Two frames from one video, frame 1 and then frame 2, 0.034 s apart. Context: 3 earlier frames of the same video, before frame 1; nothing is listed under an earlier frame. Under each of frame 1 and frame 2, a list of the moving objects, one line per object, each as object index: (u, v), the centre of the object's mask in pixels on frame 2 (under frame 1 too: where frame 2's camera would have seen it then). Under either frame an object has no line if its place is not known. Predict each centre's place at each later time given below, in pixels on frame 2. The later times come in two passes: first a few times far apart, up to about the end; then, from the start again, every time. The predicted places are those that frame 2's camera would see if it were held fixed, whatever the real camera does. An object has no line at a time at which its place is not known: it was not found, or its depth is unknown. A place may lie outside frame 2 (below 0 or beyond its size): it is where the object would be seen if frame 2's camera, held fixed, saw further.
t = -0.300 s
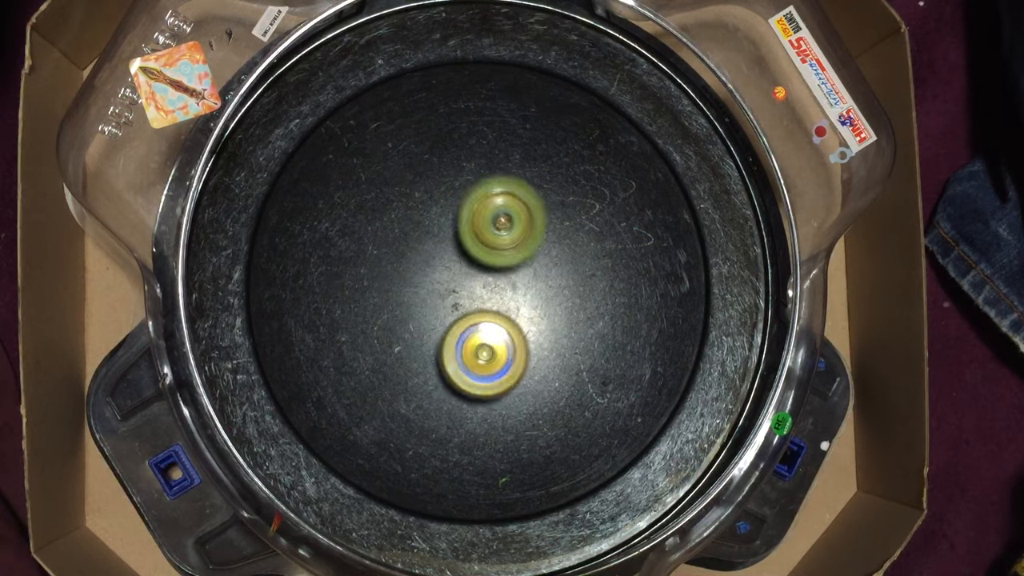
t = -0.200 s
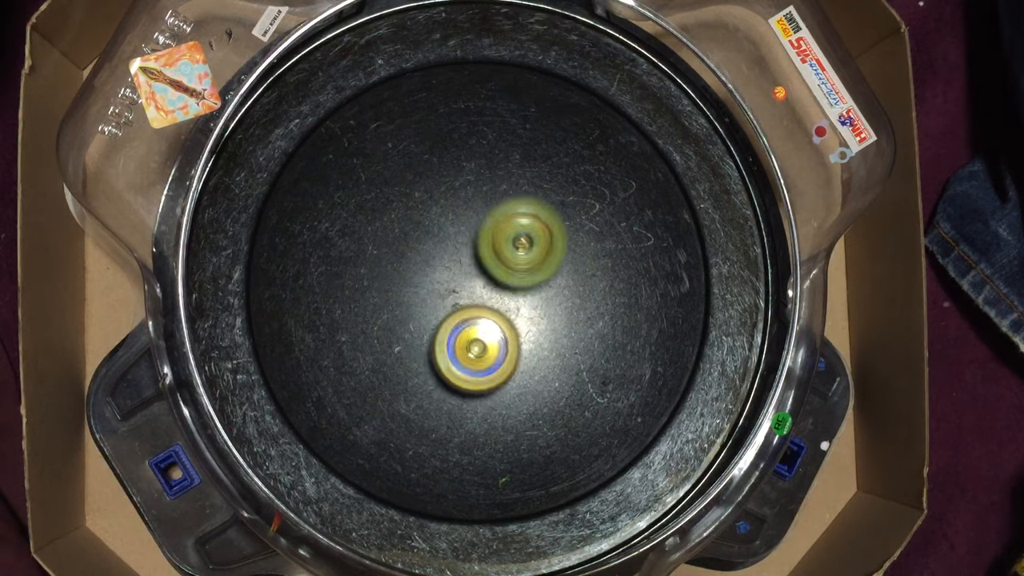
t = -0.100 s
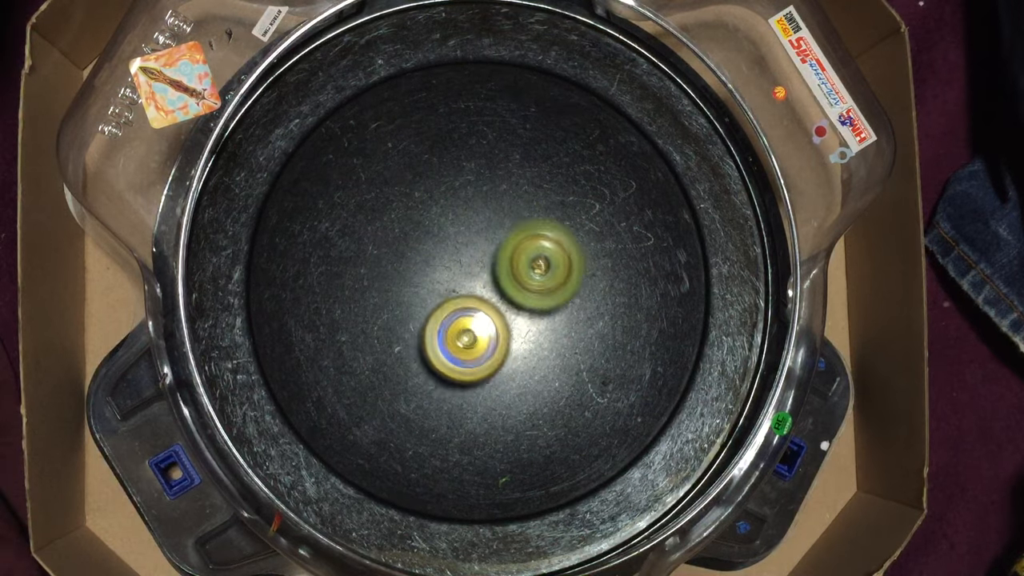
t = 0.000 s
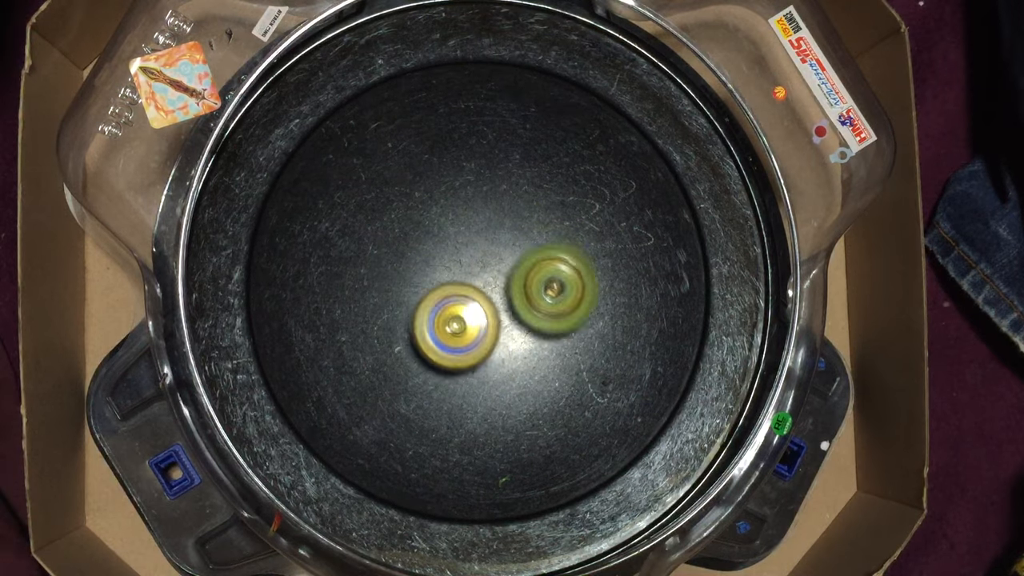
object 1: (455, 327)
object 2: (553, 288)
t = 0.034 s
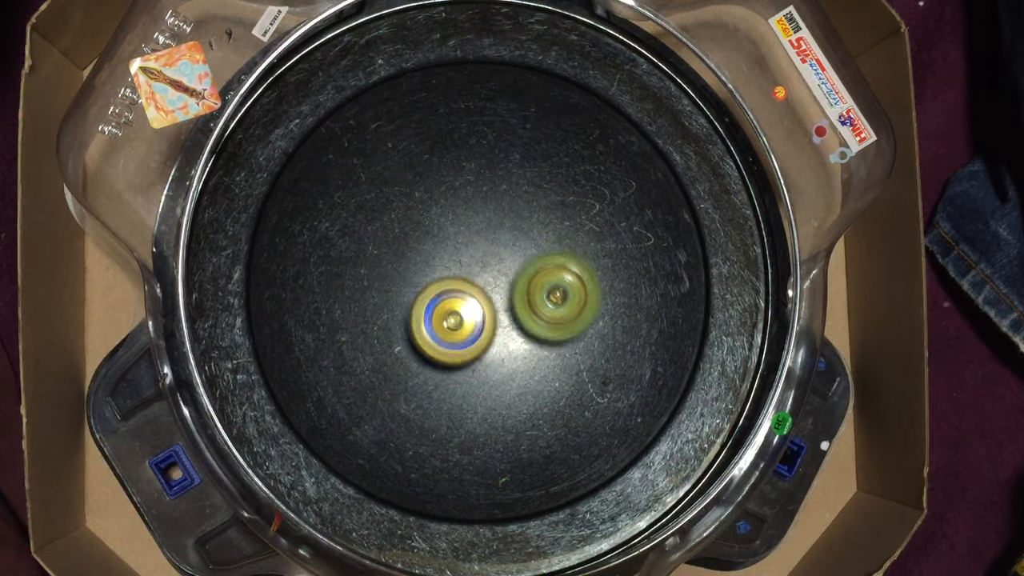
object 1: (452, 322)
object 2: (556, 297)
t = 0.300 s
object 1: (434, 281)
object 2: (558, 331)
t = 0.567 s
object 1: (433, 250)
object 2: (506, 354)
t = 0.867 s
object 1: (456, 242)
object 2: (438, 358)
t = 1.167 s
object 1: (501, 258)
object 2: (400, 317)
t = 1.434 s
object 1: (530, 280)
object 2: (413, 256)
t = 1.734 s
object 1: (528, 307)
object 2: (460, 222)
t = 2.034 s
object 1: (499, 328)
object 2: (511, 232)
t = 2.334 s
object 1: (460, 332)
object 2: (541, 272)
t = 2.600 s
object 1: (426, 317)
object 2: (552, 317)
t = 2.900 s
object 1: (417, 285)
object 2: (497, 337)
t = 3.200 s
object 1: (418, 229)
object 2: (471, 343)
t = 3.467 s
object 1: (460, 204)
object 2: (436, 315)
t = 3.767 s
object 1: (518, 218)
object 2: (420, 277)
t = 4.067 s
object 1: (550, 276)
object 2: (447, 259)
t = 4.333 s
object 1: (529, 338)
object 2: (485, 251)
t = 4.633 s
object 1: (473, 368)
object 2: (517, 271)
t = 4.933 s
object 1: (430, 334)
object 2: (516, 306)
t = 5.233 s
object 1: (432, 250)
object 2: (499, 326)
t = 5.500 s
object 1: (464, 205)
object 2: (472, 318)
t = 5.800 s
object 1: (533, 205)
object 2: (429, 309)
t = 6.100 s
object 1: (595, 268)
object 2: (409, 316)
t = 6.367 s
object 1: (561, 334)
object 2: (445, 295)
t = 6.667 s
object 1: (472, 392)
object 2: (491, 278)
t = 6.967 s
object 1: (420, 366)
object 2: (523, 292)
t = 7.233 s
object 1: (420, 271)
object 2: (518, 312)
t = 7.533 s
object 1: (454, 182)
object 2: (486, 316)
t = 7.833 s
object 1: (489, 202)
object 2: (460, 290)
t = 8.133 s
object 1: (550, 292)
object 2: (421, 314)
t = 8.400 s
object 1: (544, 363)
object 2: (432, 298)
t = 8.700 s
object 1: (492, 372)
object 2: (470, 258)
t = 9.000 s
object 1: (425, 314)
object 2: (519, 245)
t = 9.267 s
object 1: (407, 248)
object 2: (543, 279)
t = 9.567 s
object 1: (467, 233)
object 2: (497, 322)
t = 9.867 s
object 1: (541, 237)
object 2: (443, 319)
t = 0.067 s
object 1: (449, 317)
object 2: (558, 303)
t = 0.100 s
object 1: (446, 311)
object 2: (560, 312)
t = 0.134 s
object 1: (444, 306)
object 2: (560, 317)
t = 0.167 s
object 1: (441, 301)
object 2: (560, 321)
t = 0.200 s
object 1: (439, 296)
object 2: (561, 324)
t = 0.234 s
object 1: (437, 291)
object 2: (562, 326)
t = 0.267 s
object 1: (435, 285)
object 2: (561, 328)
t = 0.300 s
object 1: (434, 281)
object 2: (558, 331)
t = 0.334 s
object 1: (432, 276)
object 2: (555, 333)
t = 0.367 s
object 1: (431, 270)
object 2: (551, 337)
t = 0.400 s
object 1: (431, 266)
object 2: (543, 339)
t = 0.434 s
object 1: (431, 261)
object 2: (537, 343)
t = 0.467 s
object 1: (431, 258)
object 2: (530, 346)
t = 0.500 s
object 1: (431, 255)
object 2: (521, 349)
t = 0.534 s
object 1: (432, 252)
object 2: (515, 352)
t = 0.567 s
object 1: (433, 250)
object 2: (506, 354)
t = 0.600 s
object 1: (434, 248)
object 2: (498, 356)
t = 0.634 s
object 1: (436, 246)
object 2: (490, 358)
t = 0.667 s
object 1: (437, 245)
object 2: (482, 359)
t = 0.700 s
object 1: (440, 244)
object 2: (474, 359)
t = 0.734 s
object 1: (442, 243)
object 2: (466, 361)
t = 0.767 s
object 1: (445, 242)
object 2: (459, 361)
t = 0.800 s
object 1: (448, 241)
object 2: (451, 360)
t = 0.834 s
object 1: (451, 242)
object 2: (445, 360)
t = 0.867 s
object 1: (456, 242)
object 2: (438, 358)
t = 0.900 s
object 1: (460, 242)
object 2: (430, 356)
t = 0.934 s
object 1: (465, 243)
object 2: (425, 353)
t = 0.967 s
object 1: (470, 245)
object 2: (419, 351)
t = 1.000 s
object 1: (475, 246)
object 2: (414, 347)
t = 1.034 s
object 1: (480, 248)
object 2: (410, 342)
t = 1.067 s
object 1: (486, 250)
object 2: (406, 337)
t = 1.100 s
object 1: (491, 253)
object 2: (403, 331)
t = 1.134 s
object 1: (496, 255)
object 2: (401, 324)
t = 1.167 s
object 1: (501, 258)
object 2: (400, 317)
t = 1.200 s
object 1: (506, 261)
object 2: (399, 310)
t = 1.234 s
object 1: (510, 263)
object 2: (399, 303)
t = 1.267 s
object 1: (515, 266)
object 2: (399, 294)
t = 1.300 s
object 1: (518, 268)
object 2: (401, 286)
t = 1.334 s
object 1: (522, 271)
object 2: (403, 278)
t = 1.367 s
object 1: (525, 274)
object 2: (406, 270)
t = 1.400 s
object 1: (528, 277)
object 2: (408, 263)
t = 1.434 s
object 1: (530, 280)
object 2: (413, 256)
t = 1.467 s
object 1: (531, 283)
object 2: (417, 249)
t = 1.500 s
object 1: (532, 286)
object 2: (423, 244)
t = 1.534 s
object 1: (533, 289)
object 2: (428, 238)
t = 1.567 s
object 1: (533, 292)
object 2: (434, 234)
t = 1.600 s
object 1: (533, 295)
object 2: (439, 230)
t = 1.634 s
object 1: (532, 298)
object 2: (444, 227)
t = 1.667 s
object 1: (531, 301)
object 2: (449, 225)
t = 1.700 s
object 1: (530, 304)
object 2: (454, 224)
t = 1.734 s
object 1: (528, 307)
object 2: (460, 222)
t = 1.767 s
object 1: (526, 310)
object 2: (466, 222)
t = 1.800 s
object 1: (524, 313)
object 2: (470, 221)
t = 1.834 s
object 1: (521, 316)
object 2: (477, 221)
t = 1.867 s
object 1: (518, 318)
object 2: (482, 221)
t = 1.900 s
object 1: (515, 321)
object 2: (488, 223)
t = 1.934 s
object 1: (511, 323)
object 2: (494, 224)
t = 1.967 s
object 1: (507, 325)
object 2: (499, 225)
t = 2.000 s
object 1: (503, 327)
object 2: (505, 229)
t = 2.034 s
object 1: (499, 328)
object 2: (511, 232)
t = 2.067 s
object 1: (495, 329)
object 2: (516, 237)
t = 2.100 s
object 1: (491, 330)
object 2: (520, 240)
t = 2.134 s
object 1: (486, 331)
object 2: (526, 243)
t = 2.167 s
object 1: (481, 332)
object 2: (529, 247)
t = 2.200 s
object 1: (476, 333)
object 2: (533, 251)
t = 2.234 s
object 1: (472, 333)
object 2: (536, 256)
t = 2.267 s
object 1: (468, 334)
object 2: (538, 261)
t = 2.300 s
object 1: (463, 333)
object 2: (540, 266)
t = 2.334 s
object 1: (460, 332)
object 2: (541, 272)
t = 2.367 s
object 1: (457, 331)
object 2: (542, 278)
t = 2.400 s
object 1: (455, 330)
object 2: (541, 285)
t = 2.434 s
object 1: (452, 328)
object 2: (541, 290)
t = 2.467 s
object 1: (450, 325)
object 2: (540, 297)
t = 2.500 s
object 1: (443, 324)
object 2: (543, 303)
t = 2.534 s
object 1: (436, 323)
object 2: (548, 308)
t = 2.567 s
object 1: (431, 320)
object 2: (551, 312)
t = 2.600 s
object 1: (426, 317)
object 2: (552, 317)
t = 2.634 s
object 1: (424, 315)
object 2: (550, 320)
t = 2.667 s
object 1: (421, 312)
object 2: (546, 324)
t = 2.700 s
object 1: (418, 308)
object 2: (541, 327)
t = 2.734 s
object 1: (416, 305)
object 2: (535, 329)
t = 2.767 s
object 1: (415, 301)
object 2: (527, 331)
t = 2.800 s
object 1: (415, 297)
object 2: (520, 333)
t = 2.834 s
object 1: (415, 294)
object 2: (512, 335)
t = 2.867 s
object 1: (416, 290)
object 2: (505, 336)
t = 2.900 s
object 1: (417, 285)
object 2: (497, 337)
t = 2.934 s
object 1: (413, 273)
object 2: (496, 343)
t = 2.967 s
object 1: (411, 263)
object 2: (498, 350)
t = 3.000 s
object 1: (411, 256)
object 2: (497, 353)
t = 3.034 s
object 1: (410, 251)
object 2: (494, 354)
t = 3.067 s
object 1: (410, 246)
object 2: (491, 354)
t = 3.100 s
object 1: (411, 241)
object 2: (486, 353)
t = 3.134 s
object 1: (413, 236)
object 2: (482, 351)
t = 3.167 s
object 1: (415, 232)
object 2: (477, 347)
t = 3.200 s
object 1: (418, 229)
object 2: (471, 343)
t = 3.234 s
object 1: (421, 225)
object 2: (466, 339)
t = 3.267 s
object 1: (425, 222)
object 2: (460, 334)
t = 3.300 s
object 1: (430, 220)
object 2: (455, 327)
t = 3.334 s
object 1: (436, 218)
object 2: (451, 321)
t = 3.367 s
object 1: (441, 217)
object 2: (448, 314)
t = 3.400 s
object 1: (447, 213)
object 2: (442, 313)
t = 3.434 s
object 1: (454, 206)
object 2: (438, 316)
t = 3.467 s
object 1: (460, 204)
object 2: (436, 315)
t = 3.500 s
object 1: (465, 203)
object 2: (435, 313)
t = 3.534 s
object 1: (471, 203)
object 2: (434, 308)
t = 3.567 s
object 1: (477, 204)
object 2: (432, 303)
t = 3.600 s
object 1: (483, 205)
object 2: (431, 297)
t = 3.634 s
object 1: (490, 207)
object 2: (431, 290)
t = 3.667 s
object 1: (494, 210)
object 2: (431, 284)
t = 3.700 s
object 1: (500, 214)
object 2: (430, 278)
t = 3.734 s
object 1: (510, 215)
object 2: (424, 277)
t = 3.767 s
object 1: (518, 218)
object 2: (420, 277)
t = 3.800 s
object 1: (524, 223)
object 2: (418, 278)
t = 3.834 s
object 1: (530, 227)
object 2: (418, 278)
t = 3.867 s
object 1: (535, 233)
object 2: (421, 276)
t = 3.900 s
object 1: (539, 239)
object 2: (423, 273)
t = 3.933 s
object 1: (543, 246)
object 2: (427, 270)
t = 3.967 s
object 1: (546, 253)
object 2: (432, 268)
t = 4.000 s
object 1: (548, 260)
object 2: (437, 265)
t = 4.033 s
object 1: (549, 268)
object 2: (442, 262)
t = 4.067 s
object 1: (550, 276)
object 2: (447, 259)
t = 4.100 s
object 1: (550, 284)
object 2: (452, 257)
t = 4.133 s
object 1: (549, 293)
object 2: (457, 256)
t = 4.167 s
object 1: (548, 301)
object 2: (462, 254)
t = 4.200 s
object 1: (545, 309)
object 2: (467, 253)
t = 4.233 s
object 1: (543, 317)
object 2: (471, 252)
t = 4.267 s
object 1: (538, 324)
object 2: (476, 251)
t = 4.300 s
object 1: (534, 332)
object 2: (480, 251)
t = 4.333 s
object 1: (529, 338)
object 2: (485, 251)
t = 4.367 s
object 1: (523, 345)
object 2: (489, 252)
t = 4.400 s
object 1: (516, 351)
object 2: (494, 253)
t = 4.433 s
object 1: (510, 356)
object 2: (498, 255)
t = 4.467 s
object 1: (504, 360)
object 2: (502, 257)
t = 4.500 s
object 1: (497, 363)
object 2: (506, 259)
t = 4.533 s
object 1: (492, 366)
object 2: (509, 262)
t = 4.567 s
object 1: (485, 367)
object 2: (512, 265)
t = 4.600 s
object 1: (479, 368)
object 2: (515, 268)
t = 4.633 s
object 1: (473, 368)
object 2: (517, 271)
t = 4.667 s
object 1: (467, 368)
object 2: (519, 275)
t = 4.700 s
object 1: (461, 366)
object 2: (520, 279)
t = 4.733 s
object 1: (456, 364)
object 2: (521, 282)
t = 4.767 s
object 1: (450, 360)
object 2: (521, 286)
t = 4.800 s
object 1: (445, 357)
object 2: (521, 290)
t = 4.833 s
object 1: (441, 352)
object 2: (520, 294)
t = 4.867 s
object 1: (436, 347)
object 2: (519, 298)
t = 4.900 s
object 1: (433, 341)
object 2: (518, 302)
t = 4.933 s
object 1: (430, 334)
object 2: (516, 306)
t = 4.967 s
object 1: (427, 327)
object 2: (517, 310)
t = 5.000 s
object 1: (424, 318)
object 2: (517, 313)
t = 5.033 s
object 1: (424, 309)
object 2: (516, 316)
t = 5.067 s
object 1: (423, 299)
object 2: (514, 319)
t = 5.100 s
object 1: (424, 289)
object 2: (512, 321)
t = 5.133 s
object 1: (425, 279)
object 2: (509, 323)
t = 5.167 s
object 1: (427, 269)
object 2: (506, 324)
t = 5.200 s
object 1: (429, 259)
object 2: (503, 326)
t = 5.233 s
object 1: (432, 250)
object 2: (499, 326)
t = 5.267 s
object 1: (435, 241)
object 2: (496, 326)
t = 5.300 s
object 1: (438, 233)
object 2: (492, 326)
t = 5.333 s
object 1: (442, 226)
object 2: (489, 326)
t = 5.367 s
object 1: (446, 220)
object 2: (485, 325)
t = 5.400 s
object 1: (450, 215)
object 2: (481, 324)
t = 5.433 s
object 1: (454, 211)
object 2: (478, 322)
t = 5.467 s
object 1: (459, 207)
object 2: (475, 320)
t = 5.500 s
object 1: (464, 205)
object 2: (472, 318)
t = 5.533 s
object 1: (469, 203)
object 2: (469, 315)
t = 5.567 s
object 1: (474, 203)
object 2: (466, 312)
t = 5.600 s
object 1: (479, 202)
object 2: (464, 309)
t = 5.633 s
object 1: (485, 203)
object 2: (462, 306)
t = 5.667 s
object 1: (490, 205)
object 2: (461, 302)
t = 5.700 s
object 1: (495, 208)
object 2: (459, 298)
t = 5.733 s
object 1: (501, 211)
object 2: (458, 294)
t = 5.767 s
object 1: (514, 210)
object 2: (447, 297)
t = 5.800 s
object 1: (533, 205)
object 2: (429, 309)
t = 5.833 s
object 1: (549, 207)
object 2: (416, 317)
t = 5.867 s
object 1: (560, 211)
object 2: (408, 323)
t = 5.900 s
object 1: (568, 217)
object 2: (405, 325)
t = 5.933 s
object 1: (576, 225)
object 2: (404, 325)
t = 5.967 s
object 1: (582, 233)
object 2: (404, 324)
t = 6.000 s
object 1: (587, 242)
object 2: (404, 323)
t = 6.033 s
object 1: (591, 251)
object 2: (405, 321)
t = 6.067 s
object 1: (593, 259)
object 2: (406, 319)
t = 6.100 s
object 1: (595, 268)
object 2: (409, 316)
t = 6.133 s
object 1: (594, 276)
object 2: (410, 314)
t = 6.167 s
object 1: (592, 284)
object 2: (413, 312)
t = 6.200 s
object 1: (590, 293)
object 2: (417, 309)
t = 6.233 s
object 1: (586, 301)
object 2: (422, 306)
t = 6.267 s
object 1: (581, 309)
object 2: (428, 303)
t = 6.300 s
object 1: (576, 317)
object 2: (433, 301)
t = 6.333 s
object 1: (570, 326)
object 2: (439, 298)
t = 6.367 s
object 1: (561, 334)
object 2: (445, 295)
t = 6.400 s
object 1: (552, 342)
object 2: (450, 293)
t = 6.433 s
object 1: (543, 349)
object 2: (456, 291)
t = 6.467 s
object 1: (531, 356)
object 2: (462, 290)
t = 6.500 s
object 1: (522, 365)
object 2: (467, 287)
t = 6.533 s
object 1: (512, 376)
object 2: (472, 283)
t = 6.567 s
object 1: (502, 382)
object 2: (476, 281)
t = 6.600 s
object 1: (493, 387)
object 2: (481, 279)
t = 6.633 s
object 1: (482, 390)
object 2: (486, 279)
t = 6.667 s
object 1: (472, 392)
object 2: (491, 278)
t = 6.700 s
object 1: (464, 394)
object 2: (496, 277)
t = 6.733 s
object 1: (456, 394)
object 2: (500, 278)
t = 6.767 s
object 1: (449, 392)
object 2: (505, 279)
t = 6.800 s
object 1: (442, 390)
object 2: (510, 281)
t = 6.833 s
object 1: (437, 386)
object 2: (513, 282)
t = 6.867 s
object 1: (430, 383)
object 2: (516, 284)
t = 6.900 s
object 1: (426, 379)
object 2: (519, 287)
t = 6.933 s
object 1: (422, 373)
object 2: (522, 289)
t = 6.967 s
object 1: (420, 366)
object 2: (523, 292)
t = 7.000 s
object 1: (417, 357)
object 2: (524, 295)
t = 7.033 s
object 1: (415, 349)
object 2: (525, 298)
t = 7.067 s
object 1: (415, 338)
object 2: (525, 300)
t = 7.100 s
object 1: (415, 327)
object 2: (525, 303)
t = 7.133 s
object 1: (416, 315)
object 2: (524, 306)
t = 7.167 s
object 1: (416, 300)
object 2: (522, 308)
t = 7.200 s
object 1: (418, 285)
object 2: (520, 311)
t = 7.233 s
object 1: (420, 271)
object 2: (518, 312)
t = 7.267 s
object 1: (424, 256)
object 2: (515, 315)
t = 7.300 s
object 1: (427, 242)
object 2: (512, 316)
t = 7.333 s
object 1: (430, 228)
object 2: (508, 318)
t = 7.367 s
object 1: (434, 216)
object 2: (505, 319)
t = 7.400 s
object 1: (438, 205)
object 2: (501, 319)
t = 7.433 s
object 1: (442, 196)
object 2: (498, 319)
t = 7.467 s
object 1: (445, 190)
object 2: (494, 318)
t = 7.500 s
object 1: (449, 185)
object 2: (490, 317)
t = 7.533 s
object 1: (454, 182)
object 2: (486, 316)
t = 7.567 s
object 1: (457, 179)
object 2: (482, 314)
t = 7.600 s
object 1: (460, 178)
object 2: (478, 312)
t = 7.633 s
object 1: (463, 179)
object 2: (476, 308)
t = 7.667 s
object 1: (467, 180)
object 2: (472, 306)
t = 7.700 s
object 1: (470, 181)
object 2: (469, 303)
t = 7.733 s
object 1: (474, 185)
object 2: (467, 300)
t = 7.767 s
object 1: (478, 190)
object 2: (465, 296)
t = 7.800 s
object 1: (483, 197)
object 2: (464, 292)
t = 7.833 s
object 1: (489, 202)
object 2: (460, 290)
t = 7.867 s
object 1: (495, 207)
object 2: (454, 295)
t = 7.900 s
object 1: (501, 216)
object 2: (451, 299)
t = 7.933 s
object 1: (506, 226)
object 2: (449, 301)
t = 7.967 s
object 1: (512, 237)
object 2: (443, 302)
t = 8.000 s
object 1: (525, 246)
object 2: (433, 307)
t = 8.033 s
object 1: (534, 256)
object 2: (427, 311)
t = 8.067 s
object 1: (542, 267)
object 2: (424, 313)
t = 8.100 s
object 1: (547, 280)
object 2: (422, 314)
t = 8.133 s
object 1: (550, 292)
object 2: (421, 314)
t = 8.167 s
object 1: (554, 304)
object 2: (420, 313)
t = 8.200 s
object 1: (556, 315)
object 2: (419, 312)
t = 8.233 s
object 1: (555, 327)
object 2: (419, 310)
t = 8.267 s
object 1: (555, 337)
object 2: (421, 309)
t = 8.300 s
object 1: (553, 346)
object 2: (423, 306)
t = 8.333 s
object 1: (550, 353)
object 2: (425, 304)
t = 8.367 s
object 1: (547, 359)
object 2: (428, 301)
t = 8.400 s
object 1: (544, 363)
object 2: (432, 298)
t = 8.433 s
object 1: (540, 366)
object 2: (436, 295)
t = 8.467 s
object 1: (536, 369)
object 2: (440, 292)
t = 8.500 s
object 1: (531, 369)
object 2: (444, 290)
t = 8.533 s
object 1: (524, 370)
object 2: (449, 288)
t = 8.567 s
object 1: (518, 369)
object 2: (454, 287)
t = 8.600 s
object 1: (512, 367)
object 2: (459, 285)
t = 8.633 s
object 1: (505, 365)
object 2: (463, 283)
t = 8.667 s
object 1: (498, 372)
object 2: (466, 269)
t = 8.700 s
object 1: (492, 372)
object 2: (470, 258)
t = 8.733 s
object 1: (486, 369)
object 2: (473, 251)
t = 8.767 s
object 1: (480, 365)
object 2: (477, 248)
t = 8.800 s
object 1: (474, 360)
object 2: (481, 246)
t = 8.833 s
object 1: (468, 354)
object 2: (485, 246)
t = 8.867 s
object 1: (462, 346)
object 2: (490, 246)
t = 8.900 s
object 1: (455, 336)
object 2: (494, 247)
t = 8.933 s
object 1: (449, 327)
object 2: (498, 248)
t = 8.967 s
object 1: (435, 321)
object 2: (510, 246)
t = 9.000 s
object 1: (425, 314)
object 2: (519, 245)
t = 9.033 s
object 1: (417, 305)
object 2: (527, 246)
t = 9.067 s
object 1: (411, 296)
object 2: (531, 247)
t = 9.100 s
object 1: (407, 287)
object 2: (536, 252)
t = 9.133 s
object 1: (404, 277)
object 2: (540, 256)
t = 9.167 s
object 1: (403, 269)
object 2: (542, 260)
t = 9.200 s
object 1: (404, 261)
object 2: (542, 267)
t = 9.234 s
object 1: (405, 254)
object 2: (543, 273)
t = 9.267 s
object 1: (407, 248)
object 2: (543, 279)
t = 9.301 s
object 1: (410, 244)
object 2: (541, 286)
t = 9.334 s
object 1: (414, 239)
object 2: (538, 292)
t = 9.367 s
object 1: (418, 237)
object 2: (534, 298)
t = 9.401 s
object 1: (424, 234)
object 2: (530, 303)
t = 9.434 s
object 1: (430, 232)
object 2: (523, 308)
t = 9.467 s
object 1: (438, 231)
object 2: (518, 313)
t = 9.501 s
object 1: (446, 231)
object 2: (512, 316)
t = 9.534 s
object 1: (455, 232)
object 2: (505, 319)
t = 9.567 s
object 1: (467, 233)
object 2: (497, 322)
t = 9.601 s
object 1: (478, 227)
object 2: (490, 333)
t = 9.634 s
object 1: (489, 221)
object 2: (481, 339)
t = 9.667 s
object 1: (498, 218)
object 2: (473, 342)
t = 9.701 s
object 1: (508, 218)
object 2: (467, 340)
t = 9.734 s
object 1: (517, 219)
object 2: (461, 338)
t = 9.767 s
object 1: (526, 221)
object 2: (454, 335)
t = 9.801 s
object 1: (532, 226)
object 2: (451, 330)
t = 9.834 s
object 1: (538, 231)
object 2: (447, 324)
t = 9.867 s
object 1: (541, 237)
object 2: (443, 319)
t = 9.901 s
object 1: (545, 244)
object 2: (442, 311)
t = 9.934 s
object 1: (546, 251)
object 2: (440, 304)
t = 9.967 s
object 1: (549, 258)
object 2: (440, 297)
